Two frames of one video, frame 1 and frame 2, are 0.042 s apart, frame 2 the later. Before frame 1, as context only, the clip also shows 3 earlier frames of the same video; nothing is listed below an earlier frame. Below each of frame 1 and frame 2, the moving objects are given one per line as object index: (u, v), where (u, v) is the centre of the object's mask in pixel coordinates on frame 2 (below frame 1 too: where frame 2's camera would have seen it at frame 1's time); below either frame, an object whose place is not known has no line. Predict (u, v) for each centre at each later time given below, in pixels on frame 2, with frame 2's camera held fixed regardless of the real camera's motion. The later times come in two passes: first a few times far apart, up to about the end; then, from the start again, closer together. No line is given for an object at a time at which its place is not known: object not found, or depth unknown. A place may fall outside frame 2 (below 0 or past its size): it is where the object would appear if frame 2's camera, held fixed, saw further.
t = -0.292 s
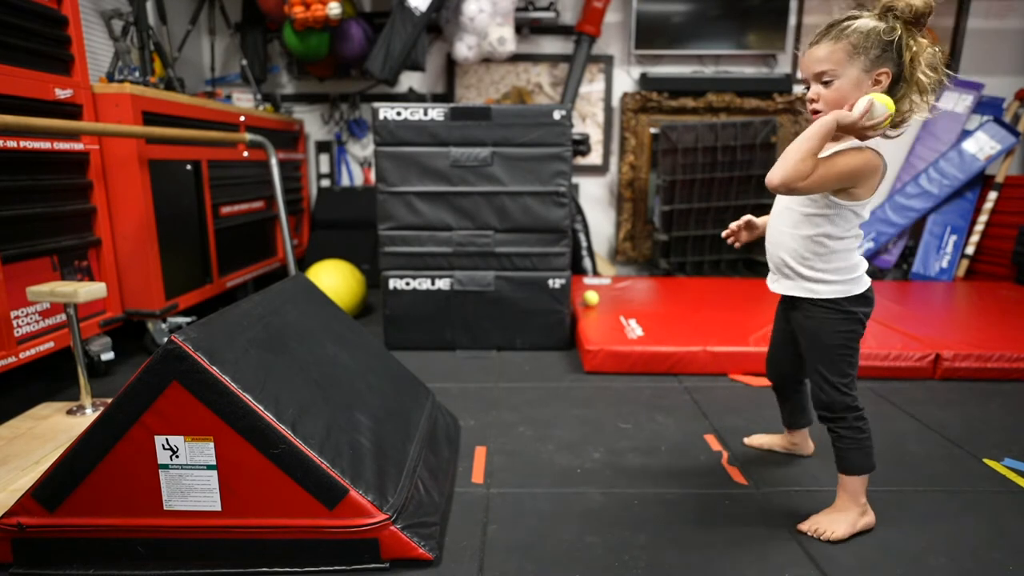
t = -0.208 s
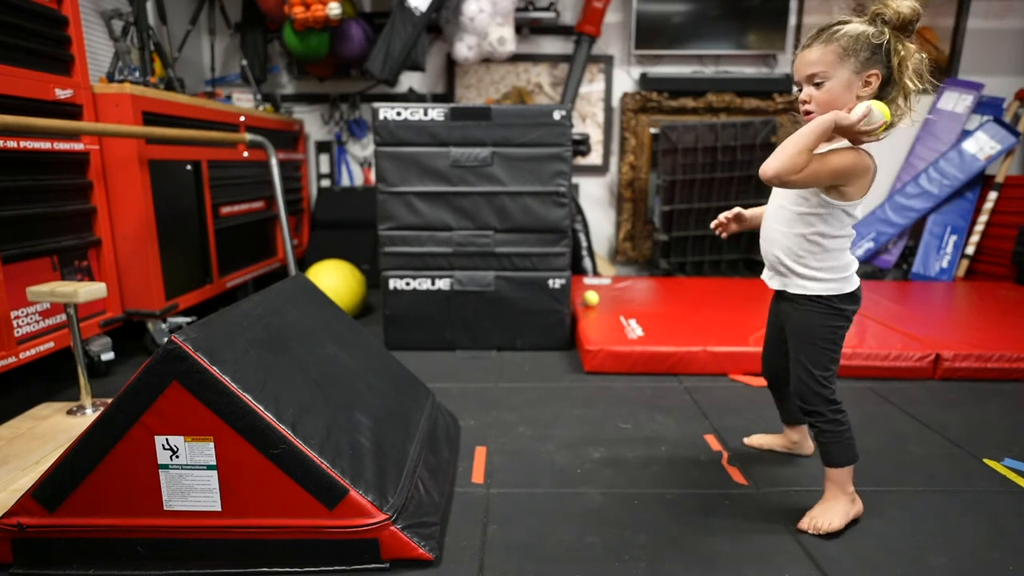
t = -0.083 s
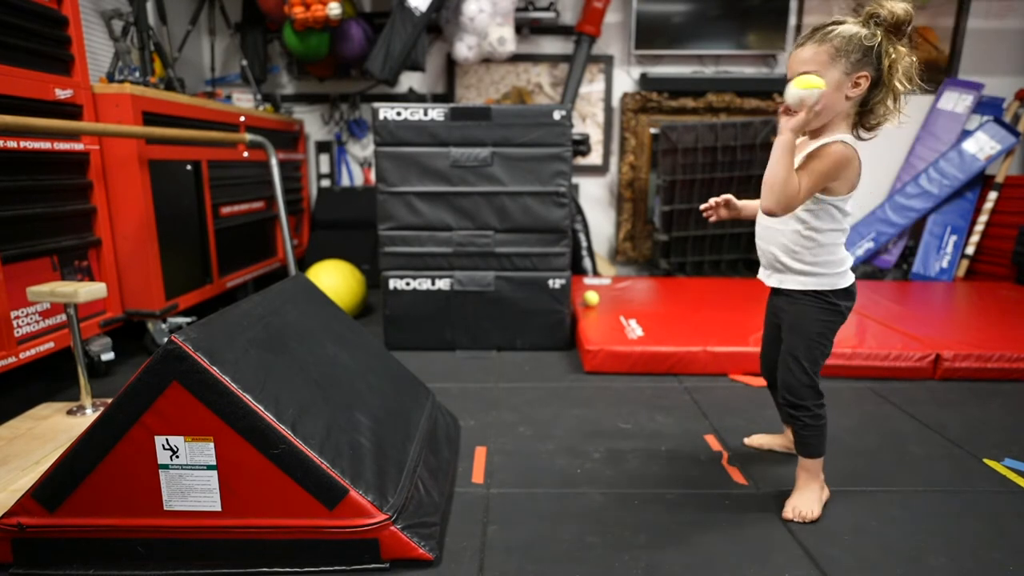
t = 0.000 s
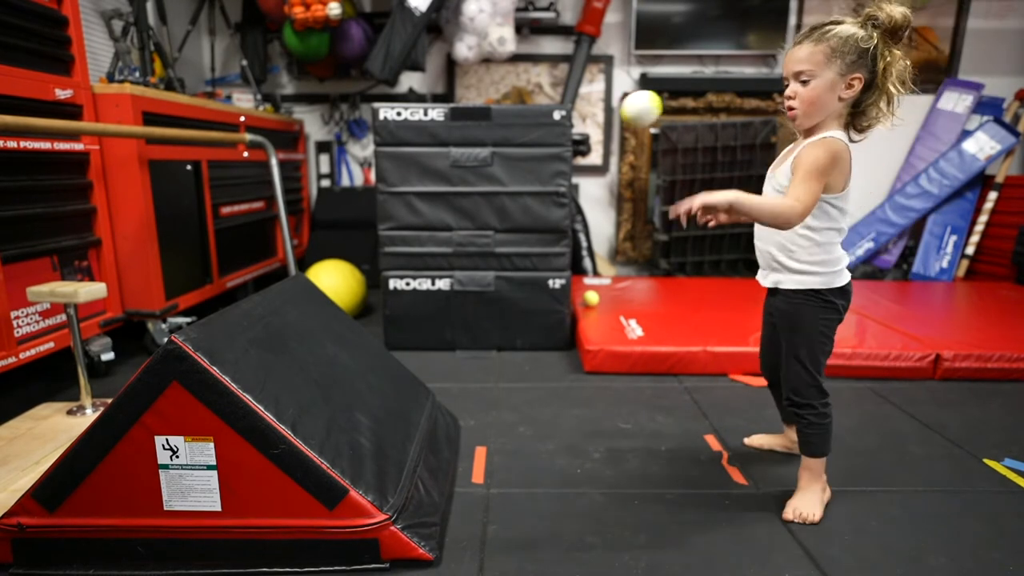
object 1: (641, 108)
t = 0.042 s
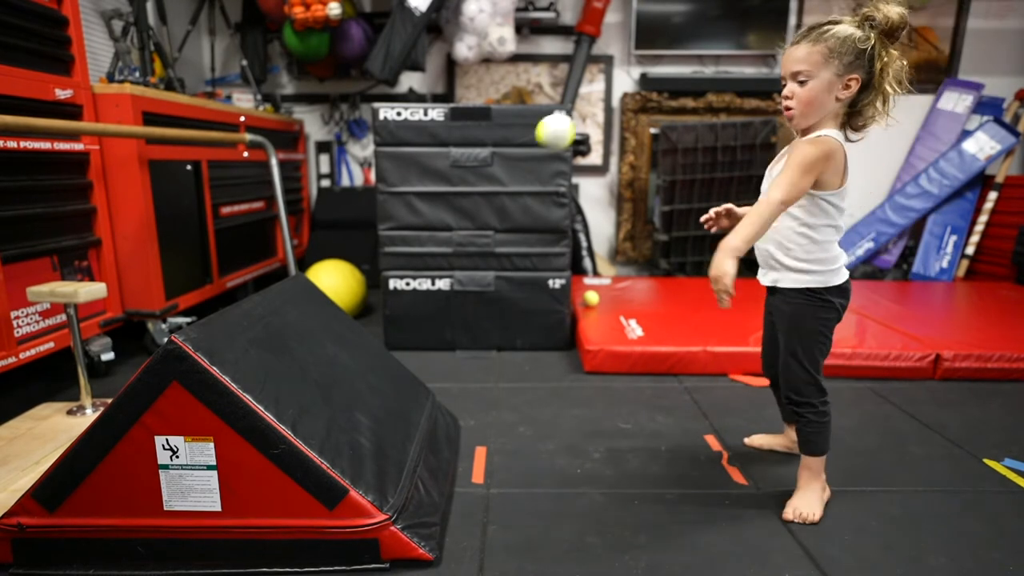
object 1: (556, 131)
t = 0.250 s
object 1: (276, 242)
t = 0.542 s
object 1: (402, 156)
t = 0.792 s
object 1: (510, 386)
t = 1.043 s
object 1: (561, 298)
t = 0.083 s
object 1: (472, 163)
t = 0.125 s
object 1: (392, 203)
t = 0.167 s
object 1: (316, 249)
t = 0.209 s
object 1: (261, 286)
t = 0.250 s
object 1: (276, 242)
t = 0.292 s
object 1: (293, 205)
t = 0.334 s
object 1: (309, 176)
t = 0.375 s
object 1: (327, 155)
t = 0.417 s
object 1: (345, 143)
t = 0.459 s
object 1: (364, 139)
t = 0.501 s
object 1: (383, 143)
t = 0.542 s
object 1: (402, 156)
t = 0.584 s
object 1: (421, 177)
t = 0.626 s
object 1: (440, 205)
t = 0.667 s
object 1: (459, 242)
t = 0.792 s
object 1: (510, 386)
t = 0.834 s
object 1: (526, 444)
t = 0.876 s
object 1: (534, 425)
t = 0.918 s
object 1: (541, 384)
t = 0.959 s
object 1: (548, 349)
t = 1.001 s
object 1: (555, 321)
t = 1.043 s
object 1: (561, 298)
